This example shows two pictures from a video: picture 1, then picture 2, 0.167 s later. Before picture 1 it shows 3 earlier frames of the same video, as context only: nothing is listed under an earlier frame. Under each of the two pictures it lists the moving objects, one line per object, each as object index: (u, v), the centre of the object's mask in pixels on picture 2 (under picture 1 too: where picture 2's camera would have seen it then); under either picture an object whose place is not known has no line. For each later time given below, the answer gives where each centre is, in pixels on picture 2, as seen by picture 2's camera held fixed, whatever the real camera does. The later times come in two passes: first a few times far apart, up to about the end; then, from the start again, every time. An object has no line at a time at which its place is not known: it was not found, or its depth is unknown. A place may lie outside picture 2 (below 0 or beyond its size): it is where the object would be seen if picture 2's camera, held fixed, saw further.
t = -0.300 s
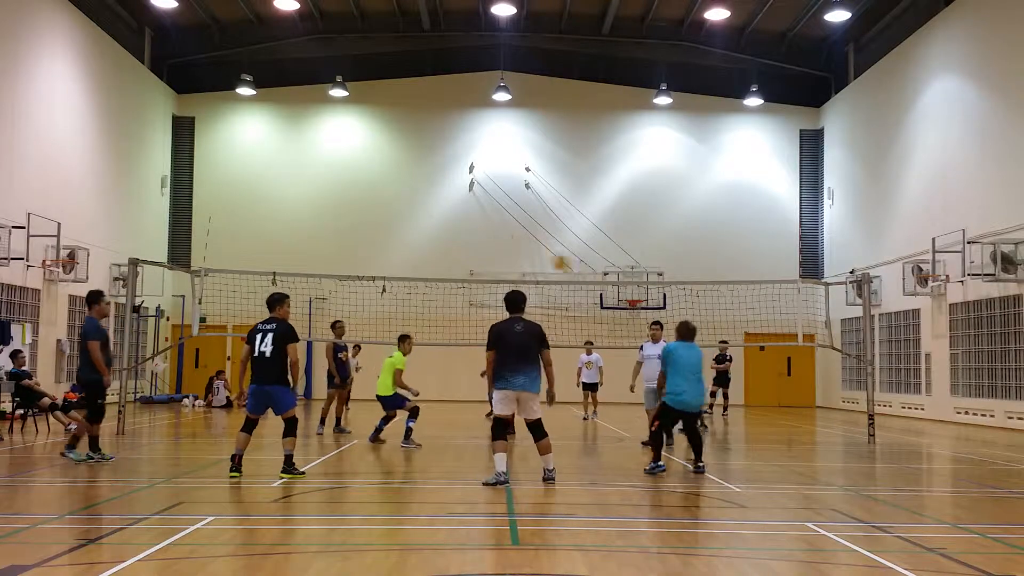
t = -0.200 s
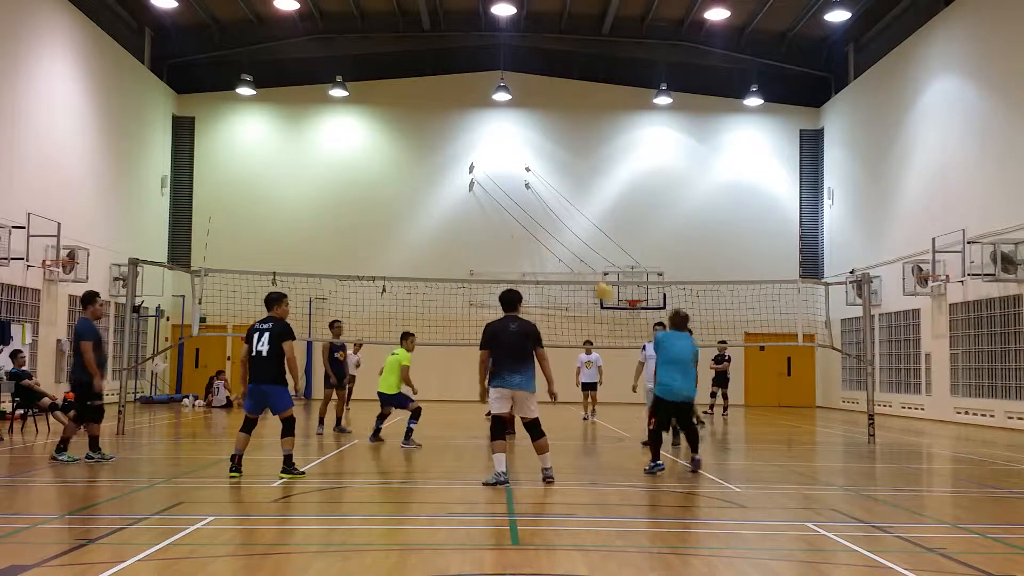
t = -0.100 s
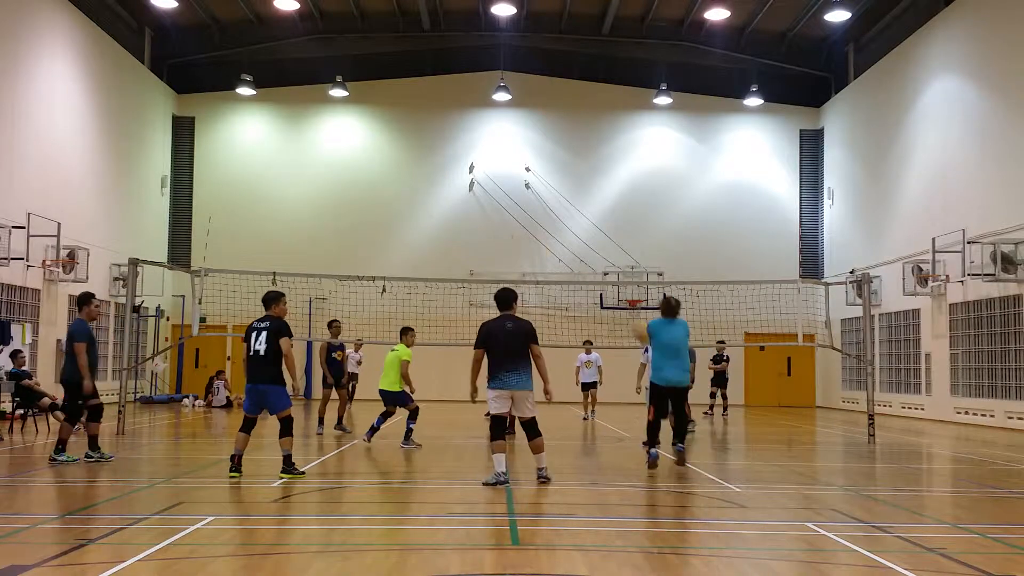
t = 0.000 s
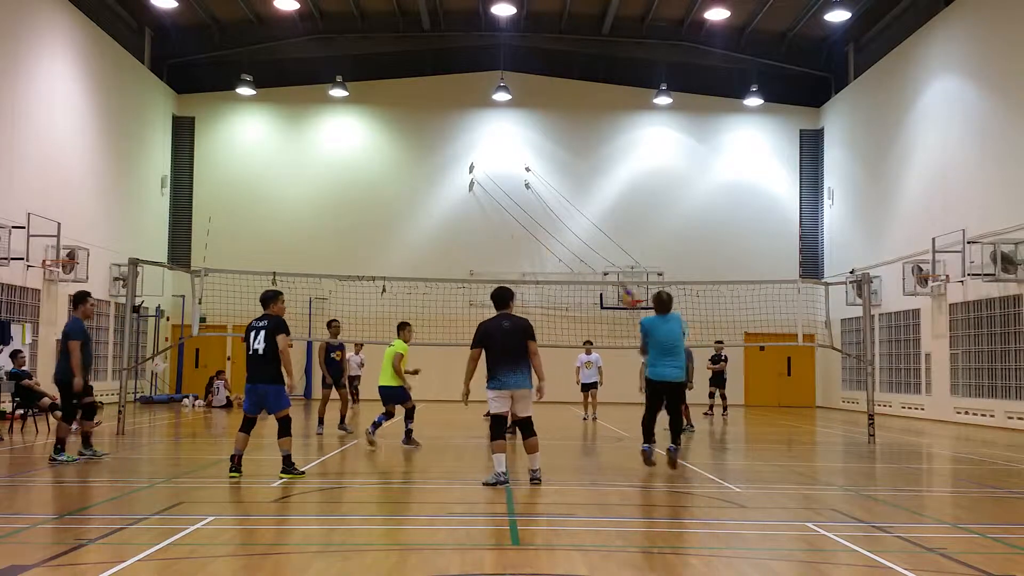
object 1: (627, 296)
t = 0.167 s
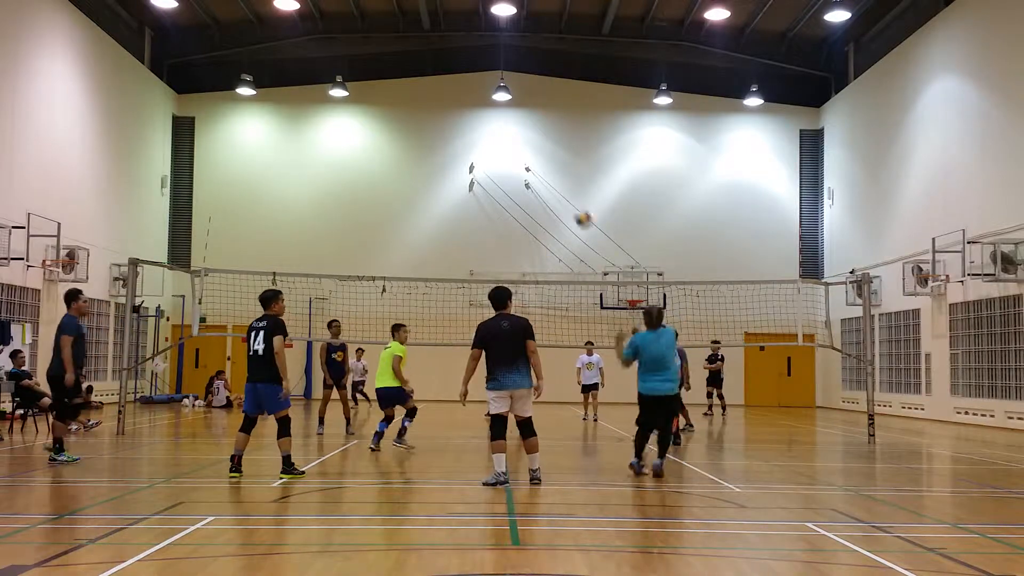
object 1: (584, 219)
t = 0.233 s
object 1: (568, 198)
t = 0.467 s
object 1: (518, 157)
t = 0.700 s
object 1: (475, 160)
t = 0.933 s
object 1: (437, 198)
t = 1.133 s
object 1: (410, 256)
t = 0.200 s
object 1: (575, 207)
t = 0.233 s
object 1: (568, 198)
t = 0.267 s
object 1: (561, 187)
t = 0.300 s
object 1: (553, 180)
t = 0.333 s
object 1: (545, 174)
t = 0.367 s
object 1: (537, 168)
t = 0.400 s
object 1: (531, 164)
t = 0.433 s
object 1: (525, 160)
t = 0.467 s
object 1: (518, 157)
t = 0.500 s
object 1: (511, 155)
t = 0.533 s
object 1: (505, 154)
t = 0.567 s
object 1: (498, 154)
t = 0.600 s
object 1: (492, 154)
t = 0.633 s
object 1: (486, 155)
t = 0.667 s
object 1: (480, 157)
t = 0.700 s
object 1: (475, 160)
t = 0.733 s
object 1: (469, 164)
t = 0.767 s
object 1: (463, 168)
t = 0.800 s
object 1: (458, 172)
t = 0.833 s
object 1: (453, 178)
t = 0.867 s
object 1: (447, 184)
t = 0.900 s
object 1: (442, 191)
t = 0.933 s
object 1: (437, 198)
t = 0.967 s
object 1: (433, 207)
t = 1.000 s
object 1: (428, 215)
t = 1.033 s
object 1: (424, 225)
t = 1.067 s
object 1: (418, 235)
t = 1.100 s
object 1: (414, 246)
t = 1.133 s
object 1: (410, 256)
